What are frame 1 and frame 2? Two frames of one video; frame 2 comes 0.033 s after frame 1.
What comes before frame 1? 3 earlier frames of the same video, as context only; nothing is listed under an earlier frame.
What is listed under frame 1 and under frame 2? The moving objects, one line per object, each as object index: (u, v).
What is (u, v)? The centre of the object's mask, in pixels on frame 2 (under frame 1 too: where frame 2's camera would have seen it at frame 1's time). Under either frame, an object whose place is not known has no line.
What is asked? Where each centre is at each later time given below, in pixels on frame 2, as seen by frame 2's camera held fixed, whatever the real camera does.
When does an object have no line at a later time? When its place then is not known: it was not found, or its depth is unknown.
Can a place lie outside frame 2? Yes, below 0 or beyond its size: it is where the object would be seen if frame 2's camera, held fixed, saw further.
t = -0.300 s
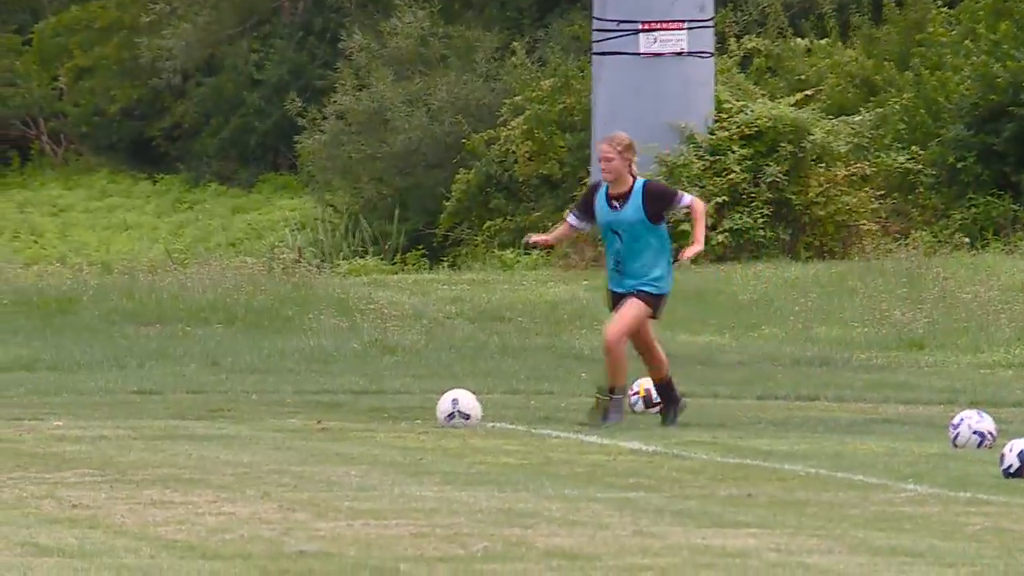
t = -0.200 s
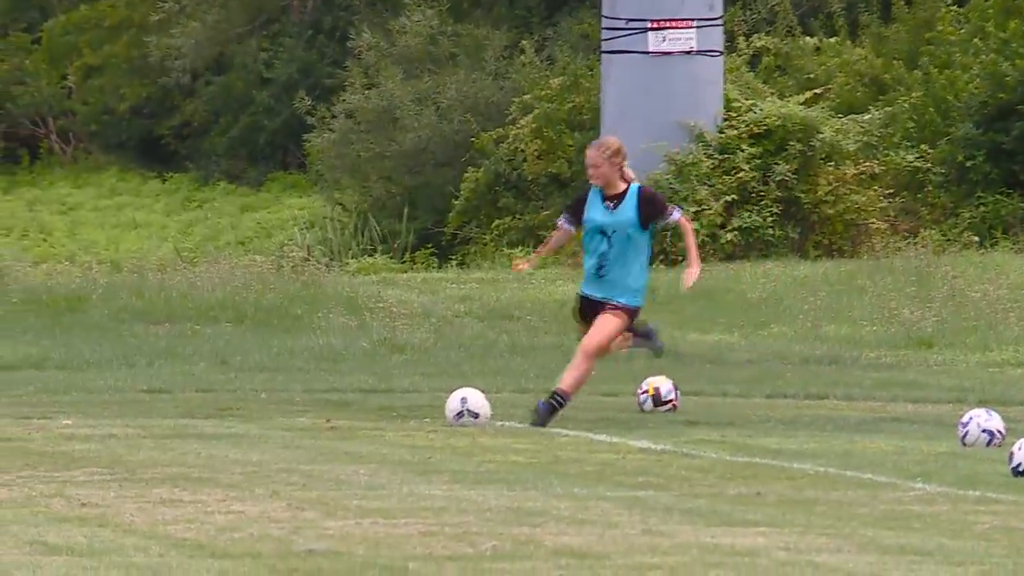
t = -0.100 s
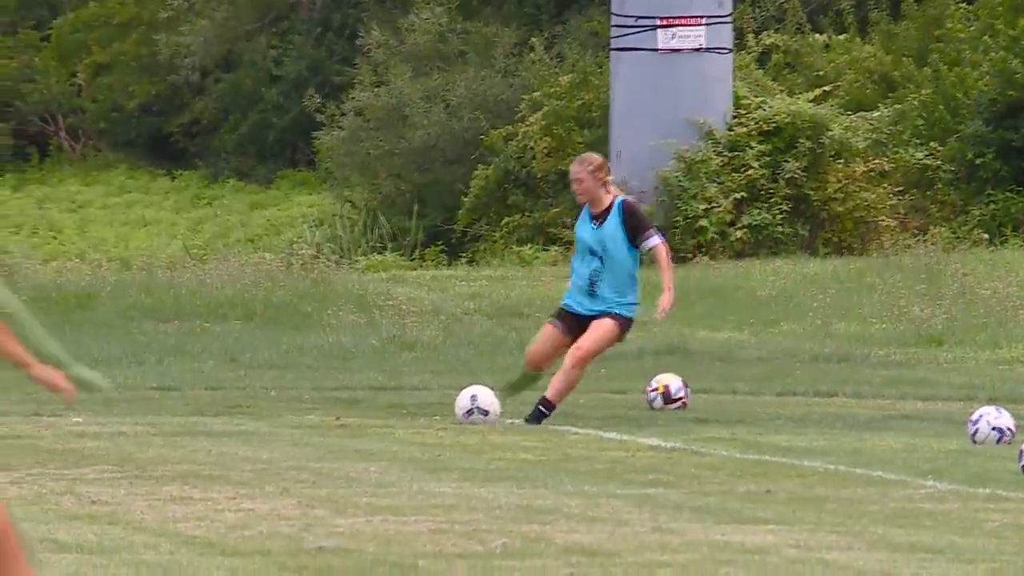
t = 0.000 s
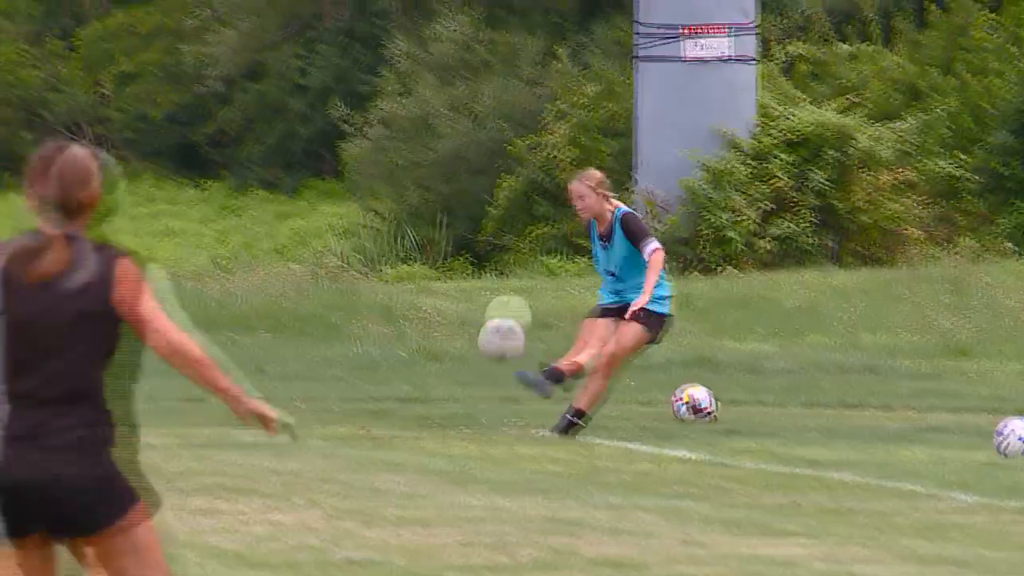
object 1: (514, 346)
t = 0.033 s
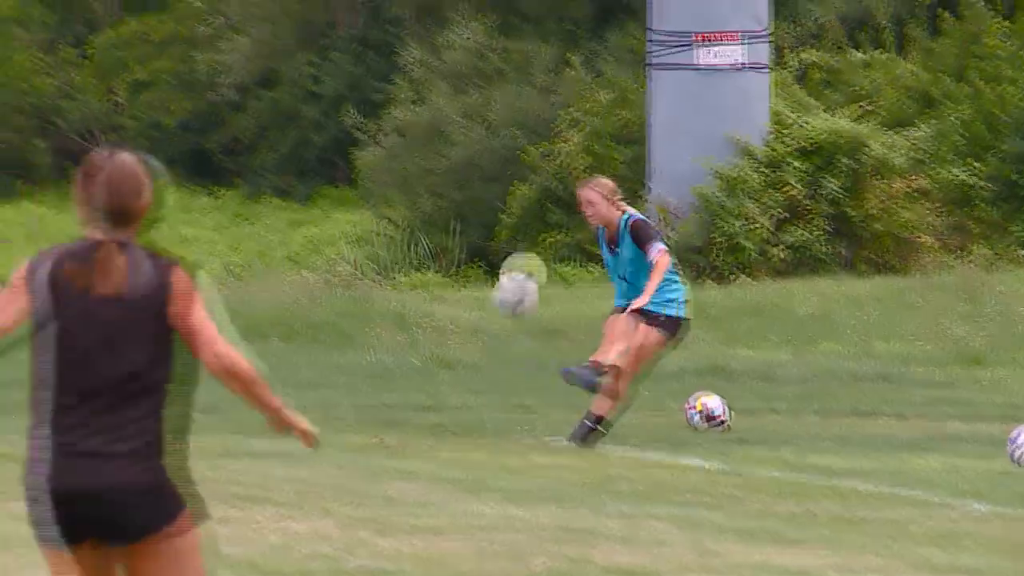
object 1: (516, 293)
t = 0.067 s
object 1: (518, 242)
